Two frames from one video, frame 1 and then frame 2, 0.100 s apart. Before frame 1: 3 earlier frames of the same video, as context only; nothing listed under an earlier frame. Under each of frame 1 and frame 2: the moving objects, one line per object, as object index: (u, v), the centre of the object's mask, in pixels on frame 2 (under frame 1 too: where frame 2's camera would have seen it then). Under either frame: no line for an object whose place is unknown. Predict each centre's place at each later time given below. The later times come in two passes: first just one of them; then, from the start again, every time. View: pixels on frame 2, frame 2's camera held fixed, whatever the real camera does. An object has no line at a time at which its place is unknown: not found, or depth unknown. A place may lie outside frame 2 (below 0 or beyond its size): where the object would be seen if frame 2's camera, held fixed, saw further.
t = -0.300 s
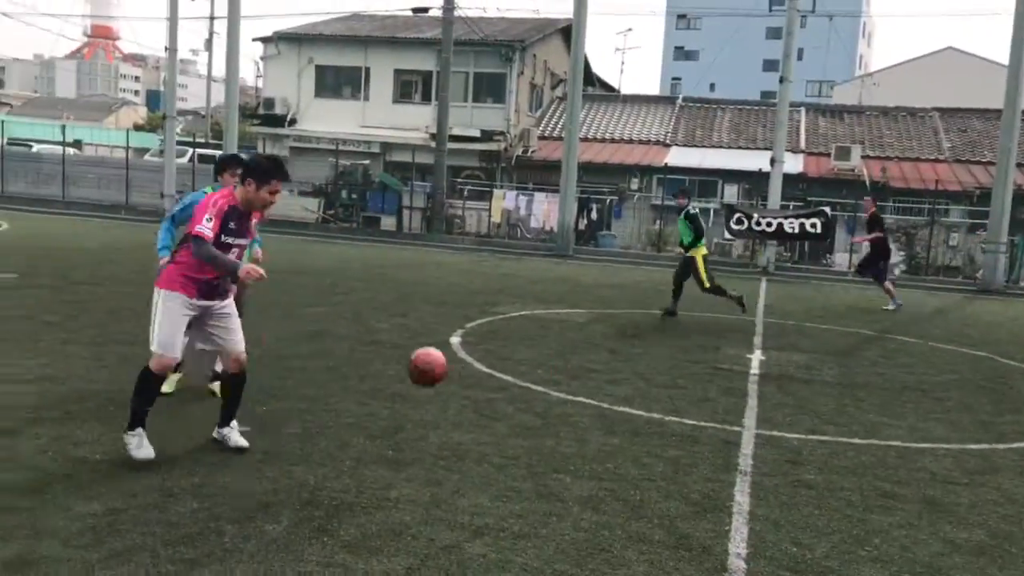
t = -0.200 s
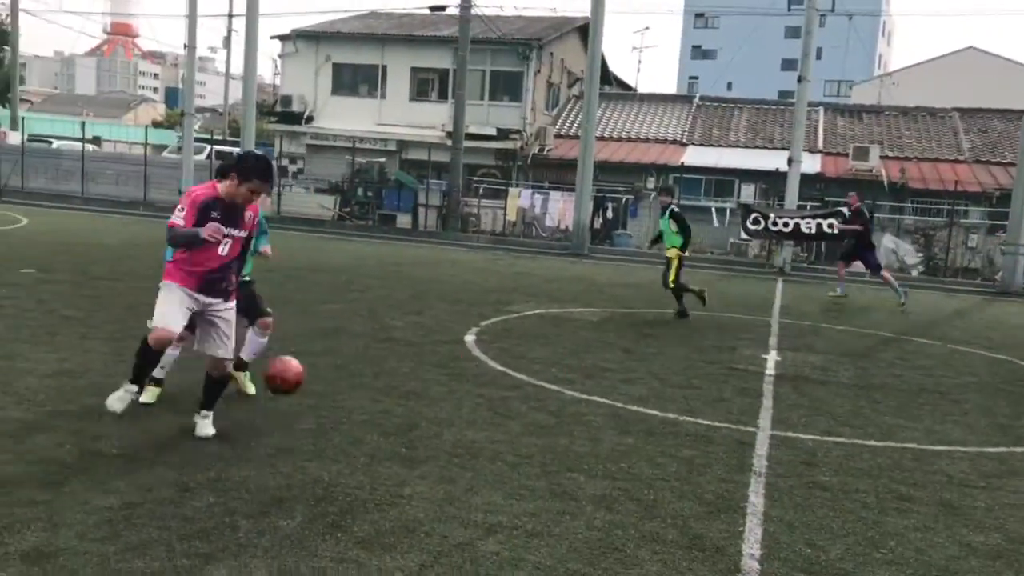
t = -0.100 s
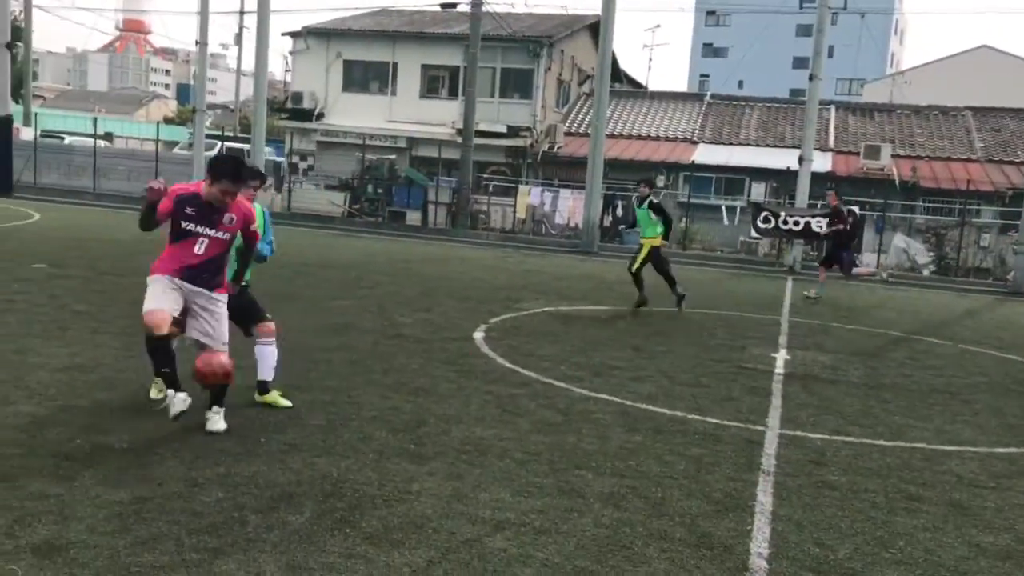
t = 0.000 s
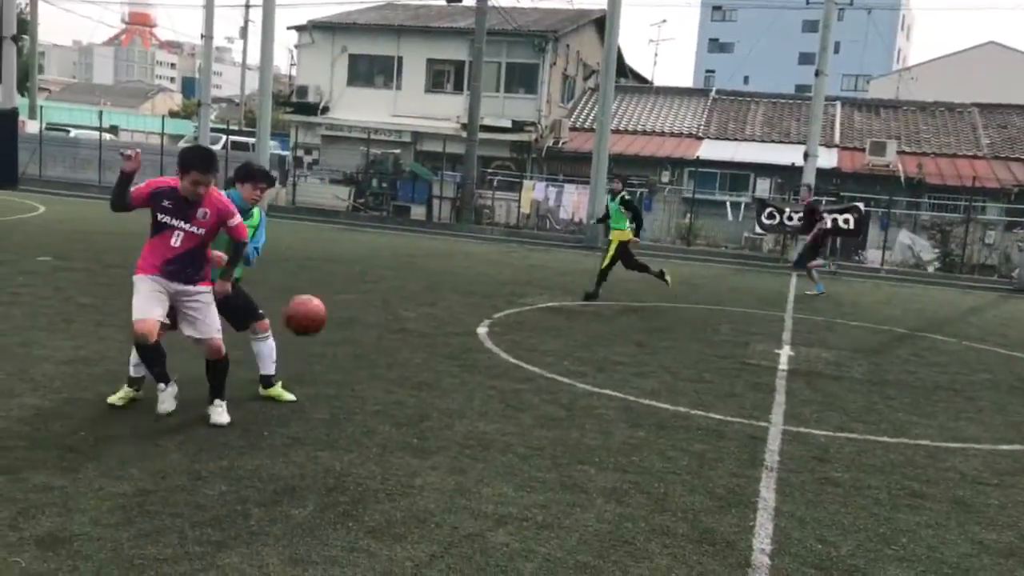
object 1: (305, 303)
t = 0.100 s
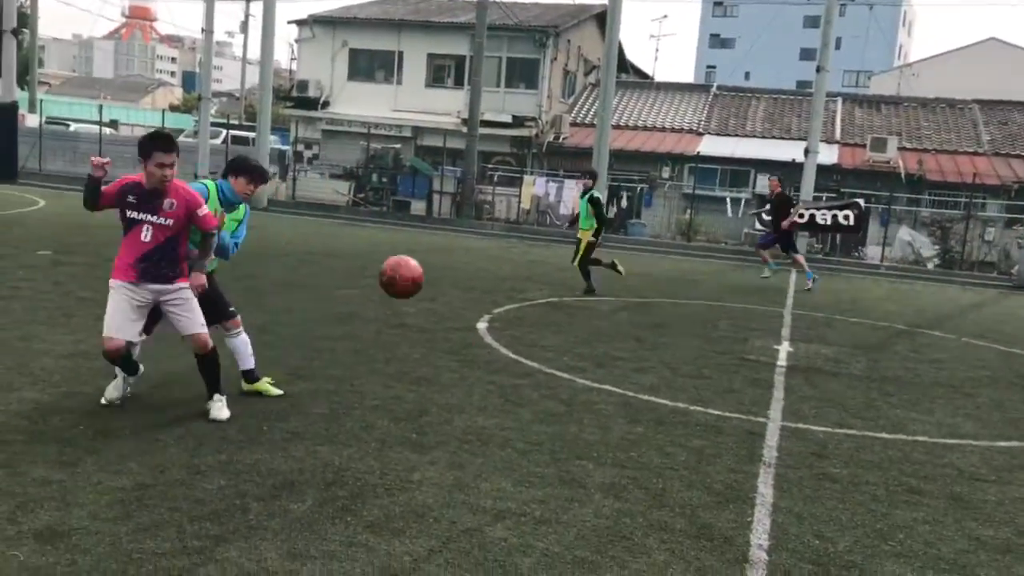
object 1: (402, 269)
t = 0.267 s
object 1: (582, 256)
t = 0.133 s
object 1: (437, 262)
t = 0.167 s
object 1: (471, 257)
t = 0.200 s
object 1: (507, 254)
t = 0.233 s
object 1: (543, 255)
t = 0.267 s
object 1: (582, 256)
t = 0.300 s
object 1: (621, 260)
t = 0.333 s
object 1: (662, 267)
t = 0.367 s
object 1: (702, 276)
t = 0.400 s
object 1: (745, 290)
